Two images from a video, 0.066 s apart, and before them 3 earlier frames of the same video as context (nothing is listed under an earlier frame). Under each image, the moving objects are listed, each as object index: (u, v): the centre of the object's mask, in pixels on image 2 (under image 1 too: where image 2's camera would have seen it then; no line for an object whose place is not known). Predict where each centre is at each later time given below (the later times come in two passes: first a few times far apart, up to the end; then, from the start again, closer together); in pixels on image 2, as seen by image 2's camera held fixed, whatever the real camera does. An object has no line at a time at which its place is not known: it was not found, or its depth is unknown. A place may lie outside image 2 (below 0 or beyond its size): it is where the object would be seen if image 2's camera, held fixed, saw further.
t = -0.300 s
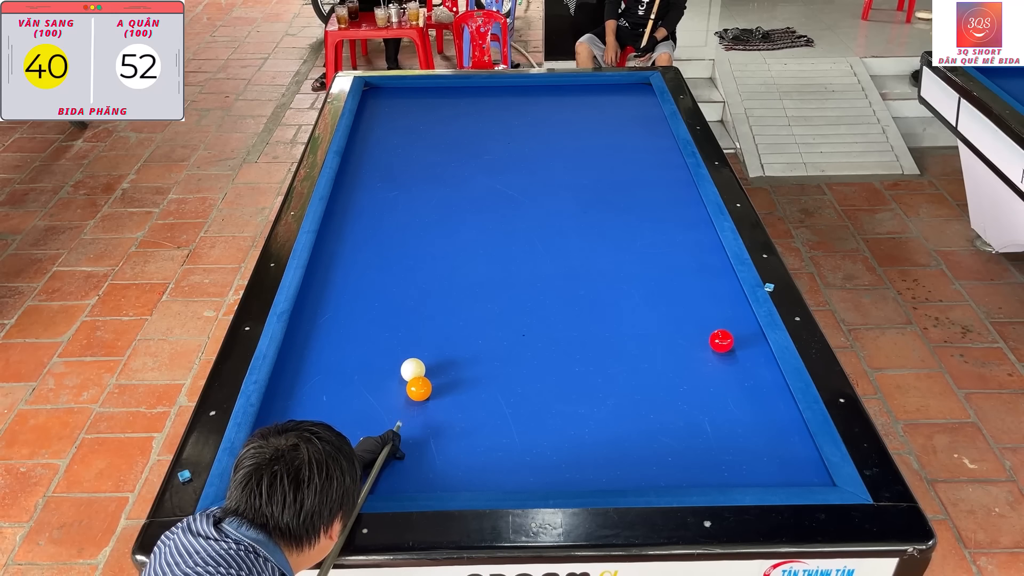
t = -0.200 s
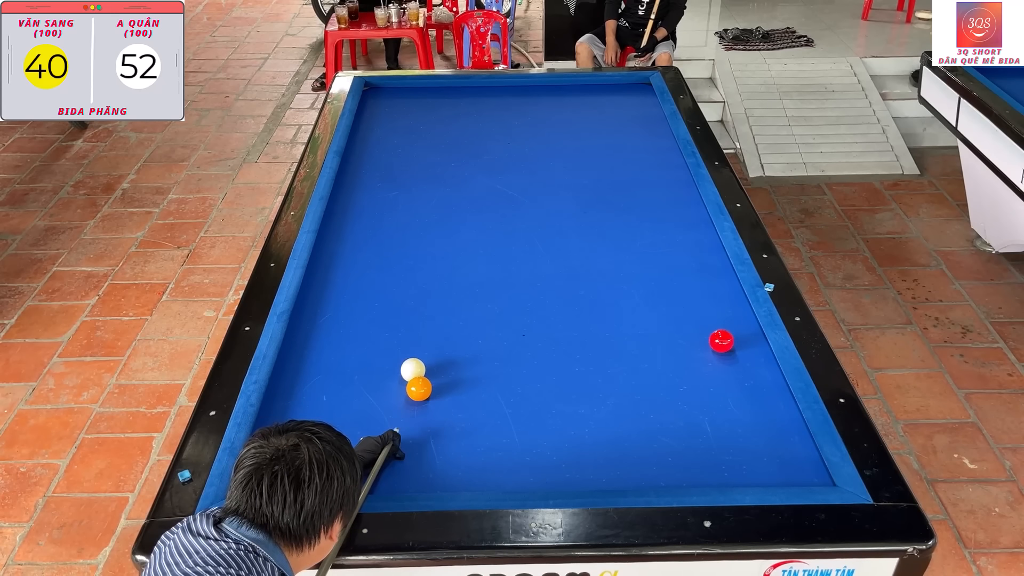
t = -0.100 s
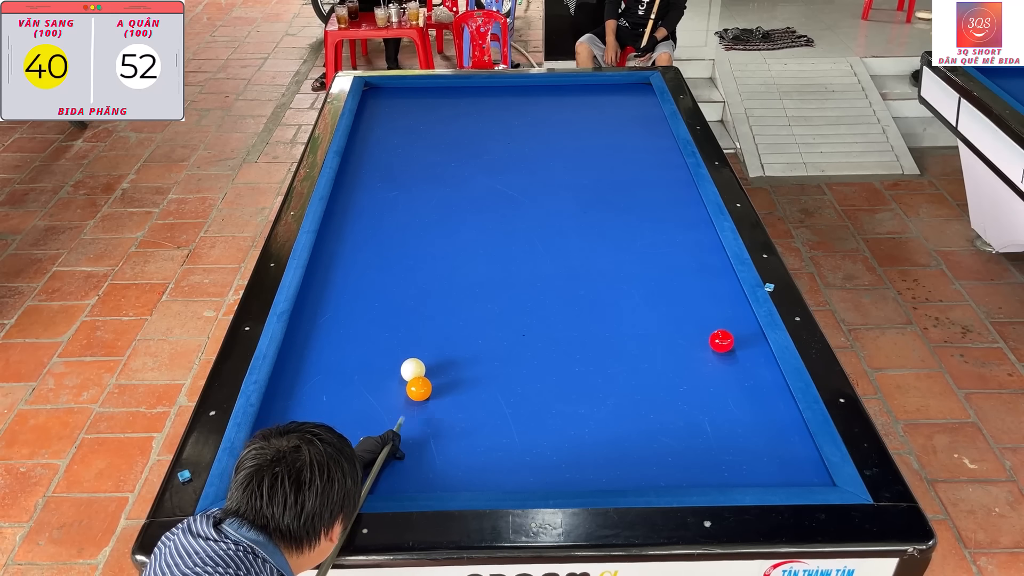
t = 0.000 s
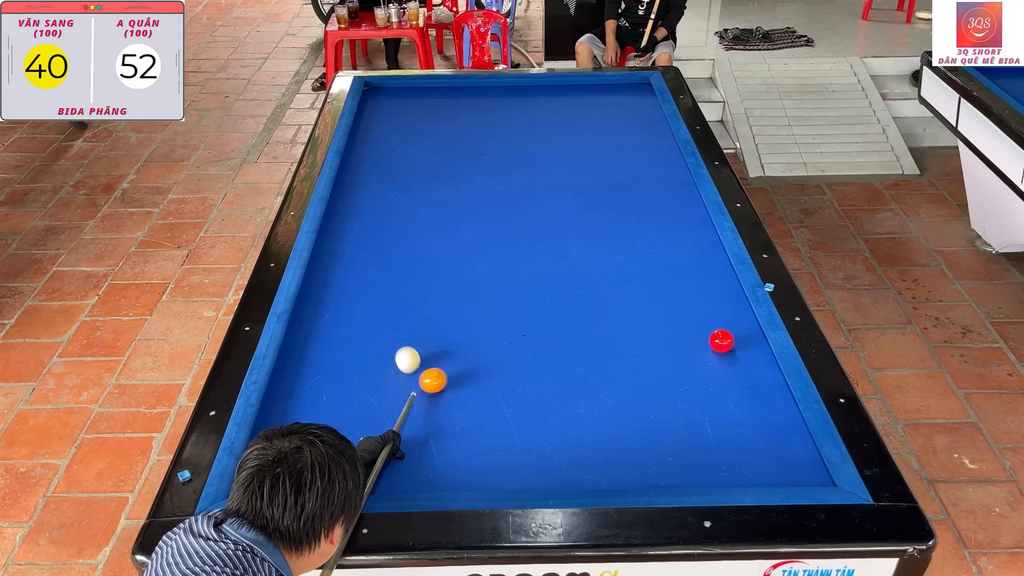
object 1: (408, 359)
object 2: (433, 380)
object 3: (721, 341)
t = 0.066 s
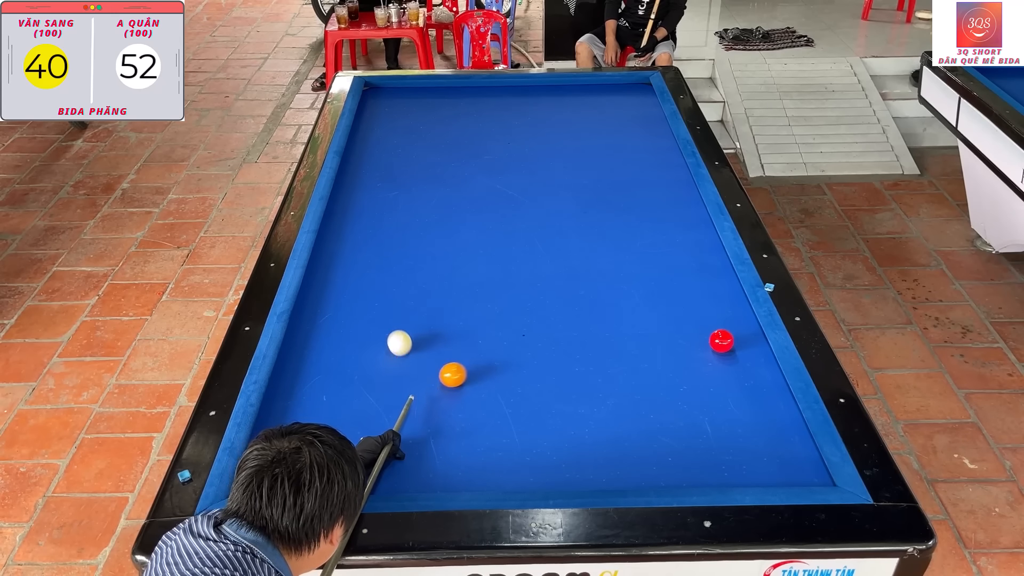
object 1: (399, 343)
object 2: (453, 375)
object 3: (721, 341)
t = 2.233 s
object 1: (410, 111)
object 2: (738, 300)
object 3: (743, 357)
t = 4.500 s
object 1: (483, 135)
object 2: (651, 234)
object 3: (687, 377)
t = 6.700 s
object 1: (547, 193)
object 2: (614, 208)
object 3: (682, 378)
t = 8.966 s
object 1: (600, 240)
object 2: (610, 204)
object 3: (682, 378)
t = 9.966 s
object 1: (616, 253)
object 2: (610, 204)
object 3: (682, 378)
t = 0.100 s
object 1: (396, 335)
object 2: (462, 372)
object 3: (721, 341)
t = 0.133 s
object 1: (392, 328)
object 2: (470, 370)
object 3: (721, 341)
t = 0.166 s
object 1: (389, 322)
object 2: (478, 369)
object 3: (721, 341)
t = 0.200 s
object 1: (386, 315)
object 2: (486, 367)
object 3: (721, 341)
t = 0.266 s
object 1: (380, 304)
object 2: (500, 365)
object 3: (721, 341)
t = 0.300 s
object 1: (378, 299)
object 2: (506, 364)
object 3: (721, 341)
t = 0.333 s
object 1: (375, 293)
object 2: (512, 363)
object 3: (721, 341)
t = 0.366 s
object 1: (372, 288)
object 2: (518, 362)
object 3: (721, 341)
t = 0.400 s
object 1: (370, 283)
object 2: (525, 361)
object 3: (721, 341)
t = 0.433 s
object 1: (367, 278)
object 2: (531, 360)
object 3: (721, 341)
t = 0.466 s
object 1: (365, 273)
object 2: (537, 359)
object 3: (721, 341)
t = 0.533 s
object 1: (360, 263)
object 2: (550, 357)
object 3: (721, 341)
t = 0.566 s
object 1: (358, 259)
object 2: (556, 356)
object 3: (721, 341)
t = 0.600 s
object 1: (355, 254)
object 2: (562, 356)
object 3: (721, 341)
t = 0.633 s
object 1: (353, 249)
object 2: (568, 354)
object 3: (721, 341)
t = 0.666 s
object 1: (351, 245)
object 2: (574, 354)
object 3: (721, 341)
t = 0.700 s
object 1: (349, 241)
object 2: (580, 353)
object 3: (721, 341)
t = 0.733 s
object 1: (347, 236)
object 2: (586, 352)
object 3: (721, 341)
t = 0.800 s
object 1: (342, 228)
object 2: (597, 350)
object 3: (721, 341)
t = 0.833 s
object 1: (340, 224)
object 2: (603, 349)
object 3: (721, 341)
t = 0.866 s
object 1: (338, 220)
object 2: (609, 349)
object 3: (721, 341)
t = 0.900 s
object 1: (336, 216)
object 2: (615, 348)
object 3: (721, 341)
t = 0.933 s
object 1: (334, 212)
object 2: (621, 347)
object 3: (721, 341)
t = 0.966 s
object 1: (335, 209)
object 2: (627, 346)
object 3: (721, 341)
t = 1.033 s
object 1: (342, 202)
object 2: (638, 345)
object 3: (721, 341)
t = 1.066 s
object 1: (344, 199)
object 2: (644, 344)
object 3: (721, 341)
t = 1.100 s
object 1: (347, 196)
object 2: (649, 343)
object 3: (721, 341)
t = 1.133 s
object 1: (349, 193)
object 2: (655, 342)
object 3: (721, 341)
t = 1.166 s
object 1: (351, 190)
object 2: (660, 341)
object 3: (721, 341)
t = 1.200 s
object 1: (354, 187)
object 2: (666, 340)
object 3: (721, 341)
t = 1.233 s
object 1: (356, 184)
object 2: (672, 340)
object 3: (721, 341)
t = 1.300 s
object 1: (360, 178)
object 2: (682, 338)
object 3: (721, 341)
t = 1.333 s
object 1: (362, 175)
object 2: (688, 337)
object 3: (721, 341)
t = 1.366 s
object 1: (365, 172)
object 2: (693, 337)
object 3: (721, 341)
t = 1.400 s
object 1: (367, 169)
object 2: (698, 335)
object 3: (722, 341)
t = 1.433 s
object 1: (369, 167)
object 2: (699, 334)
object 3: (727, 342)
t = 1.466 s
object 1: (371, 164)
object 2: (701, 332)
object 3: (730, 343)
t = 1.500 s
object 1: (373, 161)
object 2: (702, 331)
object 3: (734, 344)
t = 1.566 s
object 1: (377, 156)
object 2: (706, 328)
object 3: (740, 345)
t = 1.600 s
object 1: (379, 154)
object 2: (708, 326)
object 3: (743, 346)
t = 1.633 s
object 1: (381, 151)
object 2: (709, 325)
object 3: (746, 346)
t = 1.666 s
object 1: (382, 149)
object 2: (711, 323)
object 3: (749, 347)
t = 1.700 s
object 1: (384, 146)
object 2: (713, 322)
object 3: (752, 348)
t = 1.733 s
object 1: (386, 144)
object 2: (715, 320)
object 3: (755, 349)
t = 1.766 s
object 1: (388, 141)
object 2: (716, 319)
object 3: (758, 349)
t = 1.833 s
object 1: (391, 137)
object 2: (720, 316)
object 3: (758, 351)
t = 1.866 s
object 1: (393, 134)
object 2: (721, 315)
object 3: (757, 351)
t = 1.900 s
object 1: (395, 132)
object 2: (723, 313)
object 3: (755, 352)
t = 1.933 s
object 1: (396, 130)
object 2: (724, 312)
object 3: (754, 352)
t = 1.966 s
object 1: (398, 128)
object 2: (726, 311)
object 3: (753, 353)
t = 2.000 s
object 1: (399, 125)
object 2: (727, 309)
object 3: (752, 354)
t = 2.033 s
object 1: (401, 123)
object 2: (729, 308)
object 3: (750, 354)
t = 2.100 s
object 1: (404, 119)
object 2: (732, 305)
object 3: (748, 355)
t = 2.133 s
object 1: (406, 117)
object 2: (733, 304)
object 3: (747, 355)
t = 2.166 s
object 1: (407, 115)
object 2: (735, 303)
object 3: (745, 356)
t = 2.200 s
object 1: (409, 113)
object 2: (736, 302)
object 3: (744, 356)
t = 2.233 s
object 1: (410, 111)
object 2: (738, 300)
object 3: (743, 357)
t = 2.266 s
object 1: (412, 109)
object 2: (736, 299)
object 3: (742, 358)
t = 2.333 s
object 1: (414, 105)
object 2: (732, 296)
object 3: (739, 359)
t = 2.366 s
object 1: (416, 103)
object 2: (731, 295)
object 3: (738, 359)
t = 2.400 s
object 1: (417, 102)
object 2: (729, 294)
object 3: (737, 360)
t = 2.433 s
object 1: (418, 100)
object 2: (727, 292)
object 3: (736, 360)
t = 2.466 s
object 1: (420, 98)
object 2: (726, 291)
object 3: (735, 361)
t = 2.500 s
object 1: (421, 96)
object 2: (724, 290)
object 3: (734, 361)
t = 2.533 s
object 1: (422, 94)
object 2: (722, 288)
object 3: (733, 361)
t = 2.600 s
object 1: (425, 91)
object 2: (719, 286)
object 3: (730, 362)
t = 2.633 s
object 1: (426, 89)
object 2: (718, 285)
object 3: (729, 363)
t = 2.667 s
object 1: (428, 87)
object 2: (716, 283)
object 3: (728, 363)
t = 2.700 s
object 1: (429, 86)
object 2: (715, 282)
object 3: (727, 364)
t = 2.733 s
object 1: (430, 84)
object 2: (713, 281)
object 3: (726, 364)
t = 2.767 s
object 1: (431, 85)
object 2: (712, 280)
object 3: (725, 364)
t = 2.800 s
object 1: (432, 87)
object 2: (710, 279)
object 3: (724, 365)
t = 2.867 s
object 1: (434, 89)
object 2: (707, 276)
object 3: (722, 366)
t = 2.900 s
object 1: (435, 90)
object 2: (706, 275)
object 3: (721, 366)
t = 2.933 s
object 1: (436, 91)
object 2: (704, 274)
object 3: (720, 367)
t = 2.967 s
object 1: (437, 92)
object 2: (703, 273)
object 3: (719, 367)
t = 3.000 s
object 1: (438, 93)
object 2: (701, 272)
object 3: (718, 367)
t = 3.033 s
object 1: (439, 94)
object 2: (700, 271)
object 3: (717, 368)
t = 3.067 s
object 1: (440, 94)
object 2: (699, 270)
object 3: (717, 368)
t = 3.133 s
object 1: (442, 96)
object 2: (696, 268)
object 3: (715, 369)
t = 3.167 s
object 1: (443, 97)
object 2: (695, 267)
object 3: (714, 369)
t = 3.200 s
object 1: (444, 98)
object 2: (693, 265)
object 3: (713, 369)
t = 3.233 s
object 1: (445, 99)
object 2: (692, 264)
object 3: (712, 370)
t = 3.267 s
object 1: (446, 100)
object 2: (691, 263)
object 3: (711, 370)
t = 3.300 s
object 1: (447, 101)
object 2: (689, 263)
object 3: (710, 370)
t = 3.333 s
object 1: (448, 102)
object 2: (688, 262)
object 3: (710, 370)
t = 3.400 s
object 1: (450, 104)
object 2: (686, 260)
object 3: (708, 371)
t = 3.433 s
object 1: (451, 105)
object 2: (684, 259)
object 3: (707, 371)
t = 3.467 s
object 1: (452, 106)
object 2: (683, 258)
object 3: (706, 371)
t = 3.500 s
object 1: (453, 107)
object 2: (682, 257)
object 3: (707, 371)
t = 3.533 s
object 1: (454, 107)
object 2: (681, 256)
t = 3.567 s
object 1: (455, 108)
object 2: (680, 255)
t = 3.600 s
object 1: (456, 109)
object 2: (678, 254)
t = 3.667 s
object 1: (458, 111)
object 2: (676, 252)
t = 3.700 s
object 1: (459, 112)
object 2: (675, 252)
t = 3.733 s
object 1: (460, 113)
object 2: (674, 251)
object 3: (699, 374)
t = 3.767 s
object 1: (461, 114)
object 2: (673, 250)
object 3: (699, 374)
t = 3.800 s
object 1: (462, 115)
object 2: (672, 249)
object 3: (699, 374)
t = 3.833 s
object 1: (463, 116)
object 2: (671, 248)
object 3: (698, 374)
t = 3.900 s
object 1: (465, 118)
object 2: (669, 247)
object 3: (697, 375)
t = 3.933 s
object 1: (466, 119)
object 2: (668, 246)
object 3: (696, 375)
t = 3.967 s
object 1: (467, 120)
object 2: (667, 245)
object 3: (696, 375)
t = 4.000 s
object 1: (468, 121)
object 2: (665, 244)
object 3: (695, 375)
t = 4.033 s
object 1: (469, 121)
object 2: (665, 244)
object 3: (694, 375)
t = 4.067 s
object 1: (470, 122)
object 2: (663, 243)
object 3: (694, 375)
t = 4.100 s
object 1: (471, 123)
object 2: (662, 242)
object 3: (693, 376)
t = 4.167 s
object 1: (473, 125)
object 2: (660, 241)
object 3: (692, 376)
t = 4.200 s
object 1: (474, 126)
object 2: (660, 240)
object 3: (691, 376)
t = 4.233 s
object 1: (475, 127)
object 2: (658, 239)
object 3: (691, 376)
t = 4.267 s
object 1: (476, 128)
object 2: (658, 238)
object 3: (690, 376)
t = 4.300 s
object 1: (477, 129)
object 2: (657, 238)
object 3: (690, 376)
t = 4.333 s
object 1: (478, 130)
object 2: (656, 237)
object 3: (689, 376)
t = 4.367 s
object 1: (479, 131)
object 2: (655, 237)
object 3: (689, 377)
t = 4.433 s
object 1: (481, 133)
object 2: (653, 235)
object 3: (688, 377)
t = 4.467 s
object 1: (482, 134)
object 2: (652, 235)
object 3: (688, 377)
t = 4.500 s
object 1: (483, 135)
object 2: (651, 234)
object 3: (687, 377)
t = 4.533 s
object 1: (484, 135)
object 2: (651, 233)
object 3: (687, 377)
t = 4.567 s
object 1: (485, 136)
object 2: (650, 233)
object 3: (686, 377)
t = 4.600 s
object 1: (486, 137)
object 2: (649, 232)
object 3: (686, 377)
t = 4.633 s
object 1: (487, 138)
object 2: (648, 231)
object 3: (686, 377)
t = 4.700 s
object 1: (489, 140)
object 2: (646, 230)
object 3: (685, 377)
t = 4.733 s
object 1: (490, 141)
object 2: (646, 230)
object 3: (685, 377)
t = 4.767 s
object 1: (491, 142)
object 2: (645, 229)
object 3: (684, 377)
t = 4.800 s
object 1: (492, 143)
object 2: (644, 229)
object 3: (684, 377)
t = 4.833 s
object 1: (493, 144)
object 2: (643, 228)
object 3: (684, 378)
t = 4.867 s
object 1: (494, 145)
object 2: (643, 228)
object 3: (684, 378)
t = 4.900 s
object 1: (495, 146)
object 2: (642, 227)
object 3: (684, 378)
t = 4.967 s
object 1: (497, 147)
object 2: (640, 226)
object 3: (683, 378)
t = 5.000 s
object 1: (498, 148)
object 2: (640, 226)
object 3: (683, 378)
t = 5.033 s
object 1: (499, 149)
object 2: (639, 225)
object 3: (683, 378)
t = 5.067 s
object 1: (500, 150)
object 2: (638, 224)
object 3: (683, 378)
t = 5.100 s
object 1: (501, 151)
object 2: (638, 224)
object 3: (683, 378)
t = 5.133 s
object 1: (502, 152)
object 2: (637, 224)
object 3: (683, 378)
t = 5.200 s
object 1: (504, 154)
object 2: (636, 223)
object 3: (683, 378)
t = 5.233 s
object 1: (505, 155)
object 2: (635, 222)
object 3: (683, 378)
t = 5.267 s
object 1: (506, 156)
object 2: (634, 221)
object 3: (682, 378)
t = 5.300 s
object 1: (507, 157)
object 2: (634, 221)
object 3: (682, 379)
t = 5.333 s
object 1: (508, 158)
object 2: (633, 221)
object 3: (682, 378)
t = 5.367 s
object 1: (509, 159)
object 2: (633, 220)
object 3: (682, 378)
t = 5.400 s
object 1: (510, 159)
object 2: (632, 220)
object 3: (682, 378)
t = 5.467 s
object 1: (512, 161)
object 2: (631, 219)
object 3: (682, 378)
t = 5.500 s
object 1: (513, 162)
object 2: (630, 219)
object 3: (682, 378)
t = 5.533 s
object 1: (514, 163)
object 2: (630, 218)
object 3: (682, 378)
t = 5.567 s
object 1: (515, 164)
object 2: (629, 218)
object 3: (682, 378)
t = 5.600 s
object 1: (516, 165)
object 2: (628, 217)
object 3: (682, 378)
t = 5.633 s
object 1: (517, 166)
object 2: (628, 217)
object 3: (682, 378)
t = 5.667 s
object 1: (517, 167)
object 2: (627, 217)
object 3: (682, 378)
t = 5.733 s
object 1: (519, 168)
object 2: (626, 216)
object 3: (682, 378)
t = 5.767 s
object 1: (520, 169)
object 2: (625, 215)
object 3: (682, 378)
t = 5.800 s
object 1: (521, 170)
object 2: (625, 215)
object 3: (682, 378)
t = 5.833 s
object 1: (522, 171)
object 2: (624, 215)
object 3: (682, 378)
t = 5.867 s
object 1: (523, 172)
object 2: (624, 214)
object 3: (682, 378)
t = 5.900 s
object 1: (524, 173)
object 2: (623, 214)
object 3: (682, 378)
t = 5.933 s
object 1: (525, 174)
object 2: (623, 214)
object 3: (682, 378)
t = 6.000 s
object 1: (527, 175)
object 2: (622, 213)
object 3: (682, 378)
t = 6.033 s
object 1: (528, 176)
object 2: (621, 213)
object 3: (682, 378)
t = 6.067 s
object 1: (529, 177)
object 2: (621, 213)
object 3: (682, 378)
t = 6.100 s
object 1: (530, 178)
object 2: (621, 212)
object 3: (682, 378)
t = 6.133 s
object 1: (531, 179)
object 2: (620, 212)
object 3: (682, 378)
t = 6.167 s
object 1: (532, 180)
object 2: (620, 212)
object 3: (682, 378)
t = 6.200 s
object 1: (533, 180)
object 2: (619, 211)
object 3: (682, 378)
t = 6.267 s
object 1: (535, 182)
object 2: (618, 211)
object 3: (682, 378)
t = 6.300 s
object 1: (536, 183)
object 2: (618, 211)
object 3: (682, 378)
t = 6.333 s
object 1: (537, 184)
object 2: (618, 210)
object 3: (682, 378)
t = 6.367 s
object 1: (538, 185)
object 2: (617, 210)
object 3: (682, 378)
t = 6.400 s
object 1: (539, 185)
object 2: (617, 210)
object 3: (682, 378)
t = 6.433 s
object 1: (539, 186)
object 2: (616, 210)
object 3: (682, 378)
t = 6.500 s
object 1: (541, 188)
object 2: (616, 209)
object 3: (682, 378)
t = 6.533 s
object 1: (542, 189)
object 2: (615, 209)
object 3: (682, 378)
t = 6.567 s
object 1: (543, 190)
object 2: (615, 209)
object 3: (682, 378)
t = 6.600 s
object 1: (544, 190)
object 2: (615, 208)
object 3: (682, 378)
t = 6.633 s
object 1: (545, 191)
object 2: (614, 208)
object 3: (682, 378)
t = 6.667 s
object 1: (546, 192)
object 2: (614, 208)
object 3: (682, 378)
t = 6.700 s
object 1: (547, 193)
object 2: (614, 208)
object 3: (682, 378)
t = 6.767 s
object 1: (549, 194)
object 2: (613, 207)
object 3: (682, 378)
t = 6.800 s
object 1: (550, 195)
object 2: (613, 207)
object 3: (682, 378)
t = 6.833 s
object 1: (550, 196)
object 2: (613, 207)
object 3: (682, 378)
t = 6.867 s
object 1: (551, 197)
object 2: (612, 207)
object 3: (682, 378)
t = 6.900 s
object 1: (552, 198)
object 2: (612, 207)
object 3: (682, 378)
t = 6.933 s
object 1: (553, 198)
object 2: (612, 207)
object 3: (682, 378)
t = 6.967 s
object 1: (554, 199)
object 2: (612, 206)
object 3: (682, 378)
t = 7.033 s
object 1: (556, 201)
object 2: (611, 206)
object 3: (682, 378)
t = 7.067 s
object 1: (557, 201)
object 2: (611, 206)
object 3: (682, 378)
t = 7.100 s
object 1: (557, 202)
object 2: (611, 206)
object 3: (682, 378)
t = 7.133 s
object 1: (558, 203)
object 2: (611, 206)
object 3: (682, 378)
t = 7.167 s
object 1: (559, 204)
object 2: (611, 206)
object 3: (682, 378)
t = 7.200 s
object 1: (560, 205)
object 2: (611, 205)
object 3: (682, 378)
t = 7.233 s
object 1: (561, 205)
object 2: (611, 205)
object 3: (682, 378)
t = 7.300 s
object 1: (562, 207)
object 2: (611, 205)
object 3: (682, 378)
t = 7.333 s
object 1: (563, 208)
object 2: (610, 205)
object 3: (682, 378)
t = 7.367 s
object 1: (564, 208)
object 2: (610, 205)
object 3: (682, 378)
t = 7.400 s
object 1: (565, 209)
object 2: (610, 205)
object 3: (682, 378)
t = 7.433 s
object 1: (566, 210)
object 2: (610, 205)
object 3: (682, 378)
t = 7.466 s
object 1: (567, 211)
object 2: (610, 205)
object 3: (682, 378)
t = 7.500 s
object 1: (567, 211)
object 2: (610, 205)
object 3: (682, 378)
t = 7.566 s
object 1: (569, 213)
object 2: (610, 204)
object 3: (682, 378)
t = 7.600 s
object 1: (570, 214)
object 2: (610, 204)
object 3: (682, 378)
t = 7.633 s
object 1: (571, 214)
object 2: (610, 204)
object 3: (682, 378)
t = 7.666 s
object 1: (572, 215)
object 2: (610, 204)
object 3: (682, 378)
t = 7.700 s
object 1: (572, 216)
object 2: (610, 204)
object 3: (682, 378)
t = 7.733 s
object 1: (573, 216)
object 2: (610, 204)
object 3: (682, 378)
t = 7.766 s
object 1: (574, 217)
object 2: (610, 204)
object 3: (682, 378)
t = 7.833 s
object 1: (576, 218)
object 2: (610, 204)
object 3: (682, 378)
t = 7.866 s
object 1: (576, 219)
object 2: (610, 204)
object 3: (682, 378)
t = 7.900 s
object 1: (577, 220)
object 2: (610, 204)
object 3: (682, 378)
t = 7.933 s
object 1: (578, 221)
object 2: (610, 204)
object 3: (682, 378)
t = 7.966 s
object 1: (579, 221)
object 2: (610, 204)
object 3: (682, 378)
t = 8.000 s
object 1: (579, 222)
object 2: (610, 204)
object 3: (682, 378)
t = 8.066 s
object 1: (581, 223)
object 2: (610, 204)
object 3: (682, 378)
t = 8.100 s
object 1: (582, 224)
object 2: (610, 204)
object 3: (682, 378)
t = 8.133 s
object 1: (582, 225)
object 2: (610, 204)
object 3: (682, 378)
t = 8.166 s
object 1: (583, 225)
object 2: (610, 204)
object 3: (682, 378)
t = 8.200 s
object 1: (584, 226)
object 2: (610, 204)
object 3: (682, 378)
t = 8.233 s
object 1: (585, 227)
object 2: (610, 204)
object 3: (682, 378)
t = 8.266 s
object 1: (585, 227)
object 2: (610, 204)
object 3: (682, 378)
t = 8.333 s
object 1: (587, 228)
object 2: (610, 204)
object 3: (682, 378)
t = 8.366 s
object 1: (588, 229)
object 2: (610, 204)
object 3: (682, 378)
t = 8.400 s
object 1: (588, 230)
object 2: (610, 204)
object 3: (682, 378)
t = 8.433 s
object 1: (589, 230)
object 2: (610, 204)
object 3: (682, 378)
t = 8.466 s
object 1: (590, 231)
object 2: (610, 204)
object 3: (682, 378)
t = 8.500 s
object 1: (591, 232)
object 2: (610, 204)
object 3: (682, 378)
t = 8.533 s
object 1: (591, 232)
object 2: (610, 204)
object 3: (682, 378)
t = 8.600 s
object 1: (593, 233)
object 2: (610, 204)
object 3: (682, 378)
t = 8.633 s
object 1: (593, 234)
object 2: (610, 204)
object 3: (682, 378)
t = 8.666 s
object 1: (594, 235)
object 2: (610, 204)
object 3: (682, 378)
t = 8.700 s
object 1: (595, 235)
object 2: (610, 204)
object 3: (682, 378)
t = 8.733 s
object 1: (595, 236)
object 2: (610, 204)
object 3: (682, 378)
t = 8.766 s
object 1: (596, 236)
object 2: (610, 204)
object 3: (682, 378)
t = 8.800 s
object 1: (597, 237)
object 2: (610, 204)
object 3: (682, 378)
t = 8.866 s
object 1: (598, 238)
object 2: (610, 204)
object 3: (682, 378)
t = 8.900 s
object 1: (599, 238)
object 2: (610, 204)
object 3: (682, 378)
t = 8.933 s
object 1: (599, 239)
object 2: (610, 204)
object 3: (682, 378)
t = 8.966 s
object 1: (600, 240)
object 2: (610, 204)
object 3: (682, 378)
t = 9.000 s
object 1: (601, 240)
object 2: (610, 204)
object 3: (682, 378)
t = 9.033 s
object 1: (601, 241)
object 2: (610, 204)
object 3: (682, 378)
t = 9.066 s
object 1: (602, 241)
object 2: (610, 204)
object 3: (682, 378)
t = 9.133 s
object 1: (603, 242)
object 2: (610, 204)
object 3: (682, 378)
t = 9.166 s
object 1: (604, 243)
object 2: (610, 204)
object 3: (682, 378)
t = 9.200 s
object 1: (604, 243)
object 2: (610, 204)
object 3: (682, 378)
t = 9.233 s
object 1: (605, 244)
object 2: (610, 204)
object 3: (682, 378)
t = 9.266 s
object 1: (605, 244)
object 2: (610, 204)
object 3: (682, 378)
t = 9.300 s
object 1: (606, 245)
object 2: (610, 204)
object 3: (682, 378)
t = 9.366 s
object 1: (607, 246)
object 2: (610, 204)
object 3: (682, 378)
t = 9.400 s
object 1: (607, 246)
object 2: (610, 204)
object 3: (682, 378)
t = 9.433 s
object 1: (608, 247)
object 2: (610, 204)
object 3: (682, 378)
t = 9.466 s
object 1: (608, 247)
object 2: (610, 204)
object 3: (682, 378)
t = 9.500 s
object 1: (609, 248)
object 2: (610, 204)
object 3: (682, 378)
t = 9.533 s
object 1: (609, 248)
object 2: (610, 204)
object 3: (682, 378)
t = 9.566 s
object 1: (610, 249)
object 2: (610, 204)
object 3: (682, 378)
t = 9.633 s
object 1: (611, 249)
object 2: (610, 204)
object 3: (682, 378)
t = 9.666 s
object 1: (611, 250)
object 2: (610, 204)
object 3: (682, 378)
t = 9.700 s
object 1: (612, 250)
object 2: (610, 204)
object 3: (682, 378)
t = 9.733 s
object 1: (612, 251)
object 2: (610, 204)
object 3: (682, 378)
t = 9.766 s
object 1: (613, 251)
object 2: (610, 204)
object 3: (682, 378)
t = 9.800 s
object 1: (613, 251)
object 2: (610, 204)
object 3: (682, 378)
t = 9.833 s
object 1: (614, 252)
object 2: (610, 204)
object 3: (682, 378)
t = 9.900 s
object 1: (615, 253)
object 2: (610, 204)
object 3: (682, 378)
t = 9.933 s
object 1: (615, 253)
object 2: (610, 204)
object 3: (682, 378)
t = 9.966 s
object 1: (616, 253)
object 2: (610, 204)
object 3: (682, 378)
